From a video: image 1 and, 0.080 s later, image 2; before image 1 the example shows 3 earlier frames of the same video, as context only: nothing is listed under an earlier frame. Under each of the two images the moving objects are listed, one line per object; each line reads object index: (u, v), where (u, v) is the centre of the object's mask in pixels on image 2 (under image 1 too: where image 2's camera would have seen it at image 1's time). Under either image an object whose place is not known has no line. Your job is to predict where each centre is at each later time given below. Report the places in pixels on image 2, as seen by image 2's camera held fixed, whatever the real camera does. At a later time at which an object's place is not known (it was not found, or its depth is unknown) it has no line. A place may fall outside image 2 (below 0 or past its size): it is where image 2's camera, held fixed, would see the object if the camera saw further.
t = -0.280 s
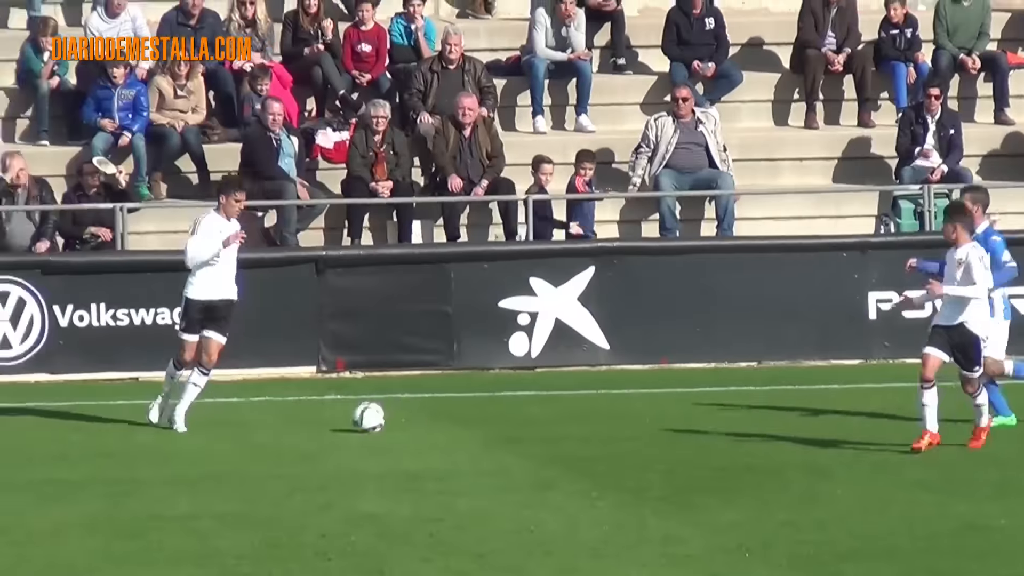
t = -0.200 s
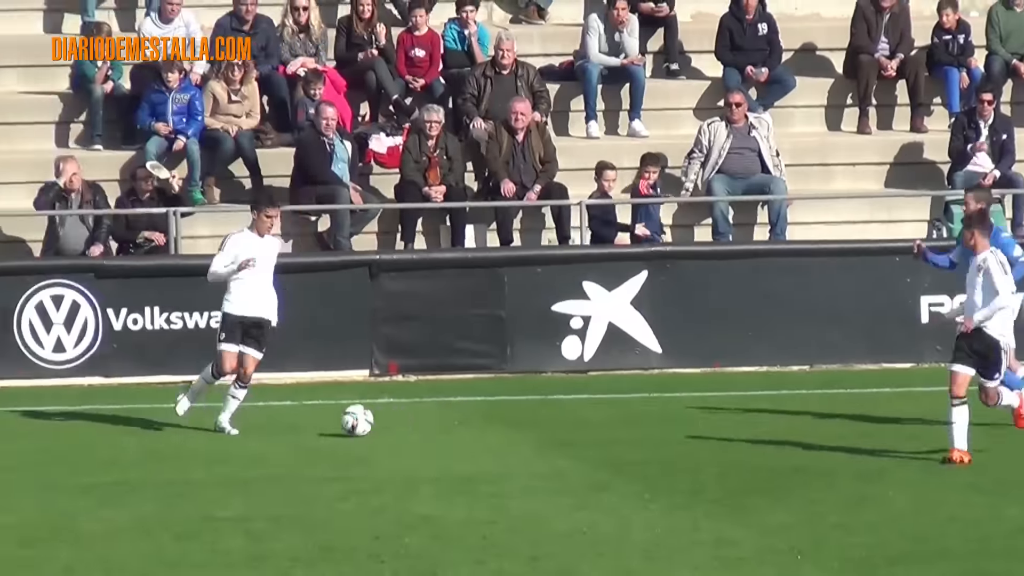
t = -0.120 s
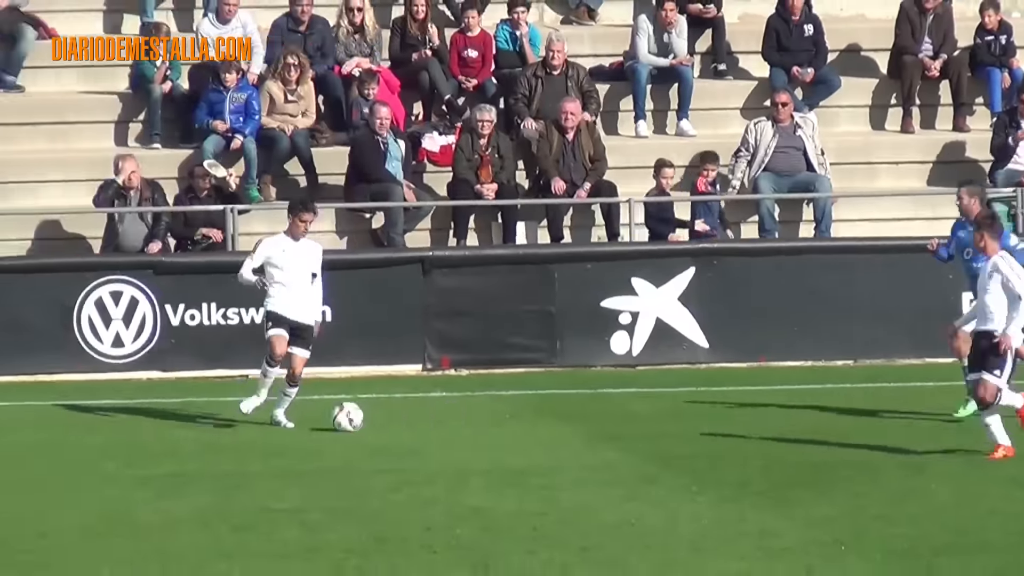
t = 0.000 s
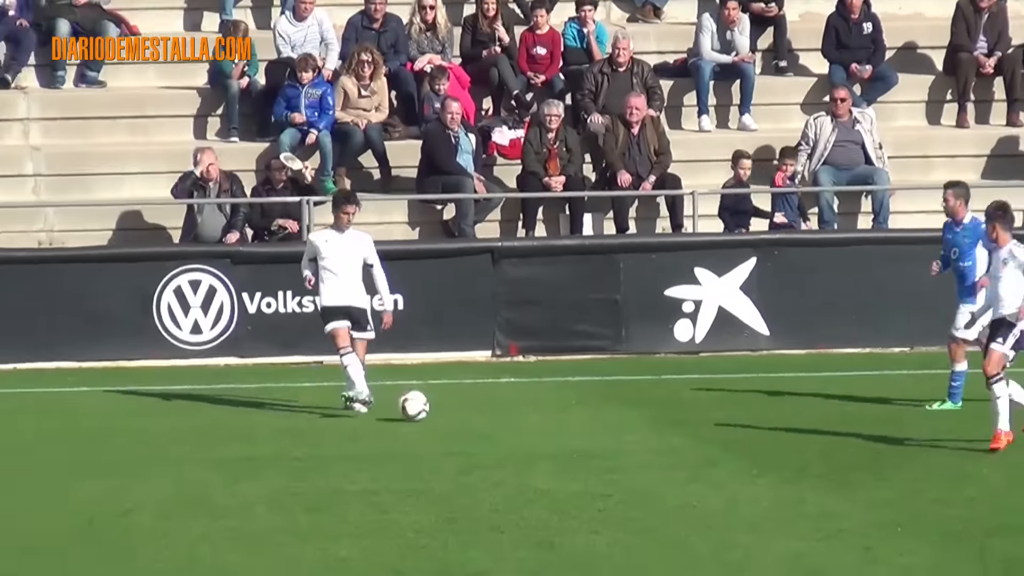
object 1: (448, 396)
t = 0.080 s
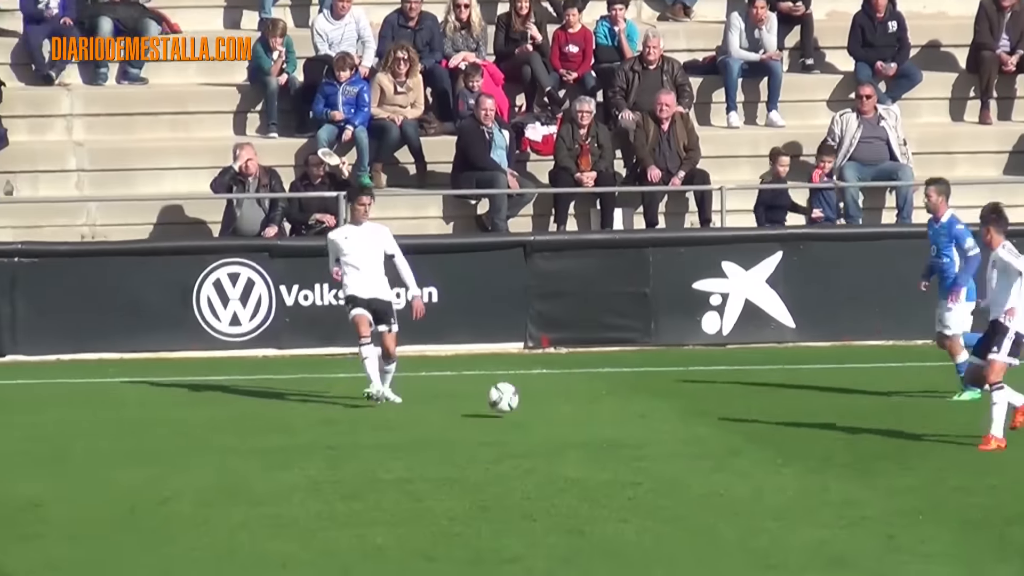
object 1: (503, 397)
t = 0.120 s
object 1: (531, 401)
